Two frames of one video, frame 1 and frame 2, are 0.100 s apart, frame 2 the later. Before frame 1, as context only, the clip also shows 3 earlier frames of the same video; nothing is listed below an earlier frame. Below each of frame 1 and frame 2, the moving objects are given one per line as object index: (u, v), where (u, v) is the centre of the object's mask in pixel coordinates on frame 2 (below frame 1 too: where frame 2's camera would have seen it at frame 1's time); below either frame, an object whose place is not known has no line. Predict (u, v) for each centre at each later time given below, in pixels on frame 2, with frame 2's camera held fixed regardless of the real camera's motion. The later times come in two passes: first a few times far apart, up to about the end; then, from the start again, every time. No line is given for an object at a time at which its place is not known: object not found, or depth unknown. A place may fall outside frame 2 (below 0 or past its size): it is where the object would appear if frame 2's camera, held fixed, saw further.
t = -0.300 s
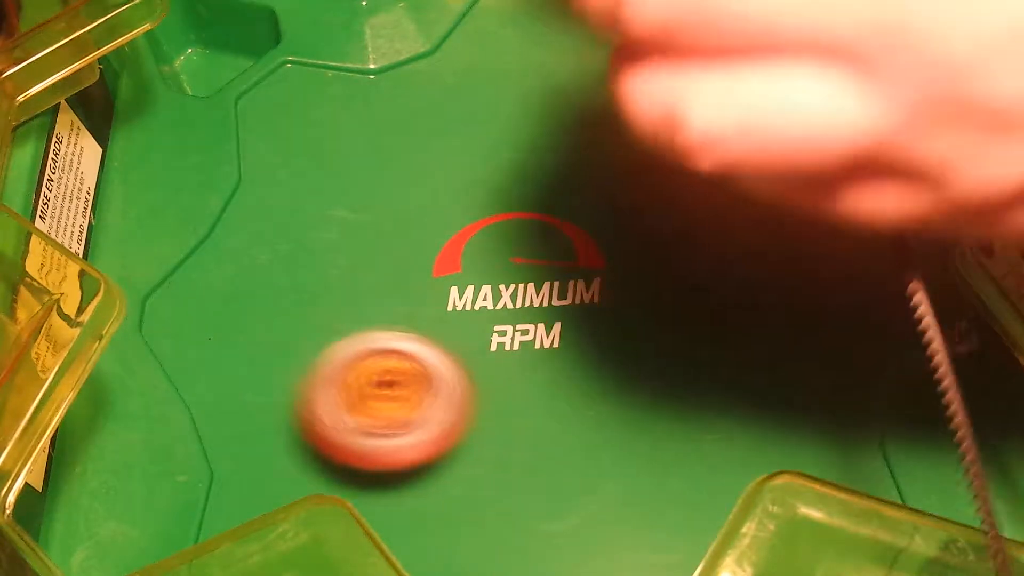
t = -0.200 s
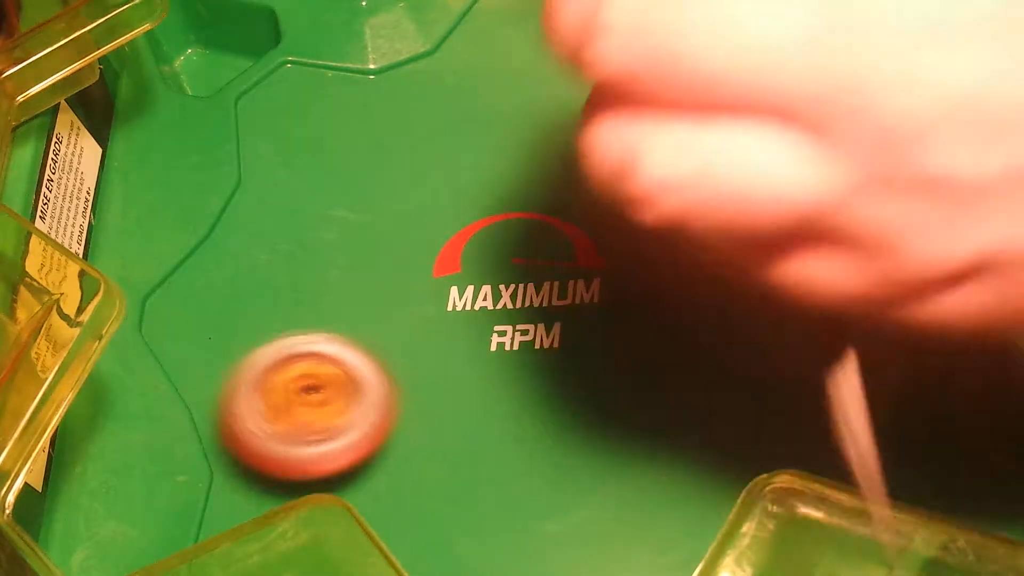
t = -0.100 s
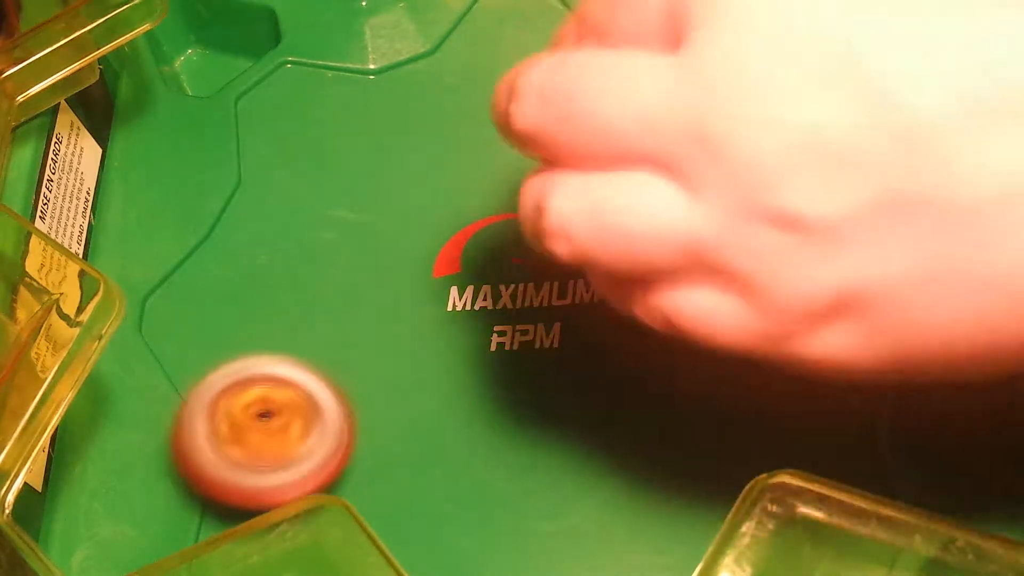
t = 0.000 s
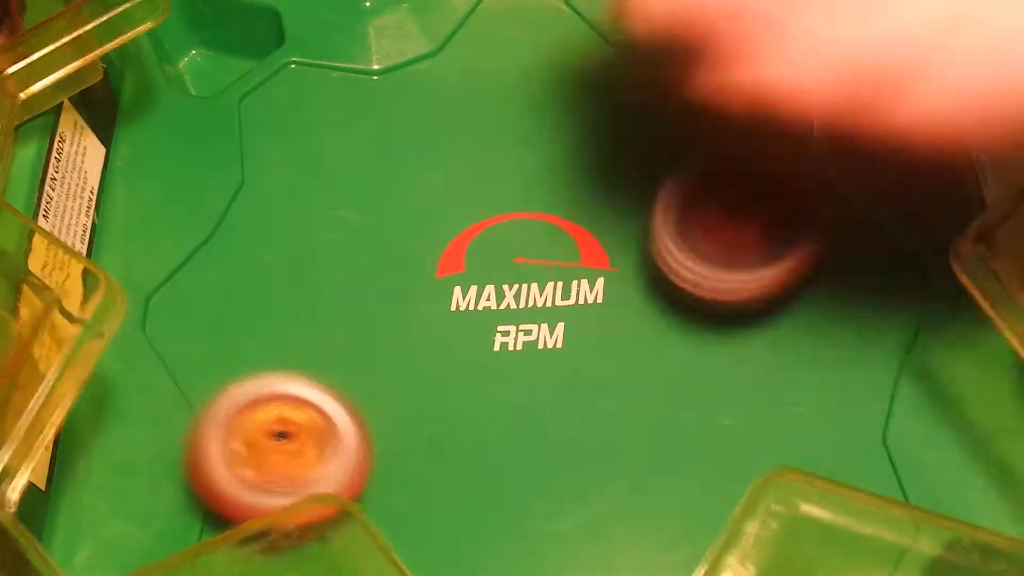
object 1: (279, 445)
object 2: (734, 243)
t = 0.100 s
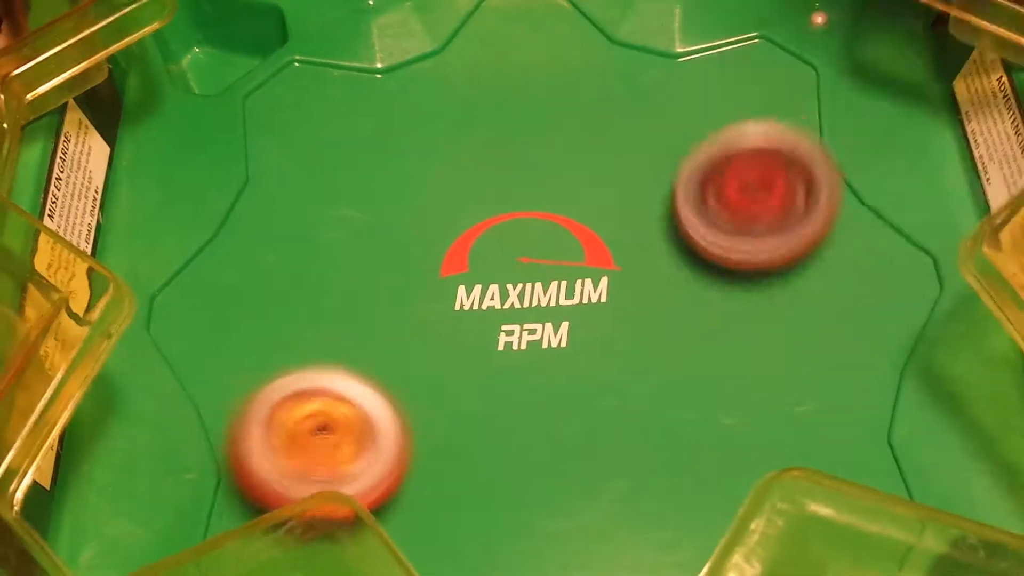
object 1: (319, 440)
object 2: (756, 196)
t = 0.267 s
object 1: (398, 375)
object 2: (683, 173)
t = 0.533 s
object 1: (353, 224)
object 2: (649, 208)
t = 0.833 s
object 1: (295, 253)
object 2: (577, 226)
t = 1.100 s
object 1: (273, 324)
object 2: (705, 128)
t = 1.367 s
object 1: (438, 354)
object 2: (728, 354)
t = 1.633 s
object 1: (507, 216)
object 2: (504, 523)
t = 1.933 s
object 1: (558, 143)
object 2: (398, 286)
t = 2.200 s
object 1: (768, 178)
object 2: (279, 310)
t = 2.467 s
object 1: (646, 498)
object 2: (456, 256)
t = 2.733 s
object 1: (493, 494)
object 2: (619, 374)
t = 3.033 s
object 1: (444, 418)
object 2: (593, 321)
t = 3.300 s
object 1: (296, 533)
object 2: (678, 89)
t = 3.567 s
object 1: (425, 347)
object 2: (624, 206)
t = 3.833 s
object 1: (263, 262)
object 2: (710, 287)
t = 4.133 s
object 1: (251, 299)
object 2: (565, 259)
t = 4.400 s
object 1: (416, 317)
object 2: (553, 156)
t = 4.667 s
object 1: (449, 333)
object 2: (685, 49)
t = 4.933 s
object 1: (511, 495)
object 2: (754, 223)
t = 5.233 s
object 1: (693, 488)
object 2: (478, 388)
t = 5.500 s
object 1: (724, 372)
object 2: (373, 265)
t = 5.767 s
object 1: (659, 249)
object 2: (445, 170)
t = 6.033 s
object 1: (719, 269)
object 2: (452, 187)
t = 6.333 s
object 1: (713, 305)
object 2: (423, 303)
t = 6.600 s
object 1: (624, 326)
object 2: (437, 332)
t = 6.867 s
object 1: (702, 325)
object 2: (358, 255)
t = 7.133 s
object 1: (682, 306)
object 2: (454, 292)
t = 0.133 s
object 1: (336, 434)
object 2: (753, 179)
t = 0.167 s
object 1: (353, 424)
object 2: (740, 167)
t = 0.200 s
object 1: (370, 411)
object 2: (721, 167)
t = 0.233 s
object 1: (385, 394)
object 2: (703, 168)
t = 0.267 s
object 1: (398, 375)
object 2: (683, 173)
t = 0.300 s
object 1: (408, 354)
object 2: (663, 184)
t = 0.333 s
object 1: (418, 335)
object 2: (644, 195)
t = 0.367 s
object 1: (425, 313)
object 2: (626, 204)
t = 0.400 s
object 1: (431, 290)
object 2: (608, 213)
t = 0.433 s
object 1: (432, 268)
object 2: (594, 219)
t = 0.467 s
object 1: (400, 251)
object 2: (608, 213)
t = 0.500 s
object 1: (374, 236)
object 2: (628, 208)
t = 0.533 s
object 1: (353, 224)
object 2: (649, 208)
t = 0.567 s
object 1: (332, 214)
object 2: (668, 206)
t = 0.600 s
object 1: (315, 209)
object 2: (679, 207)
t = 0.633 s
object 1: (302, 208)
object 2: (683, 211)
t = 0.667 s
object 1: (290, 209)
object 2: (677, 215)
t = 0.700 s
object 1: (283, 213)
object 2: (663, 220)
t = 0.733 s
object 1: (282, 220)
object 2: (646, 223)
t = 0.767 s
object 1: (284, 230)
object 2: (625, 224)
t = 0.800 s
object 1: (288, 242)
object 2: (601, 225)
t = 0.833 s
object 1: (295, 253)
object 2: (577, 226)
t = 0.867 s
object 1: (307, 263)
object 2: (550, 221)
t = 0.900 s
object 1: (322, 270)
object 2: (525, 217)
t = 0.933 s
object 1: (338, 274)
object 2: (503, 214)
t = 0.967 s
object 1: (318, 282)
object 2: (520, 199)
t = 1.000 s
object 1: (284, 294)
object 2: (570, 176)
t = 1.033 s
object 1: (267, 305)
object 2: (619, 154)
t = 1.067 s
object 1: (265, 314)
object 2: (664, 139)
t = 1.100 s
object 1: (273, 324)
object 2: (705, 128)
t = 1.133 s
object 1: (285, 333)
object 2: (741, 126)
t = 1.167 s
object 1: (301, 341)
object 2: (772, 134)
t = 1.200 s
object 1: (320, 349)
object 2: (795, 154)
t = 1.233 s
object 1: (341, 354)
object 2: (809, 182)
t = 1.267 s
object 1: (364, 358)
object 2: (809, 225)
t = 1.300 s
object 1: (389, 359)
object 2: (794, 269)
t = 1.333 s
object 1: (414, 358)
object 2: (766, 312)
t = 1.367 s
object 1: (438, 354)
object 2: (728, 354)
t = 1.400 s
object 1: (462, 348)
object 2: (683, 388)
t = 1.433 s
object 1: (483, 339)
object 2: (641, 419)
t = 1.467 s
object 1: (481, 313)
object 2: (625, 465)
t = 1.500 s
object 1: (481, 287)
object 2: (609, 498)
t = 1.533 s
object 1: (485, 263)
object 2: (588, 511)
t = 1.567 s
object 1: (492, 243)
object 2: (558, 523)
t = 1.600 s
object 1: (500, 227)
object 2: (530, 520)
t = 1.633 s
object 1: (507, 216)
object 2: (504, 523)
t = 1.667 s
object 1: (511, 207)
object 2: (476, 519)
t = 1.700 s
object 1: (515, 198)
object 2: (452, 506)
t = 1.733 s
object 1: (519, 190)
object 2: (423, 478)
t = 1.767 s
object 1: (522, 186)
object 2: (398, 449)
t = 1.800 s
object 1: (522, 182)
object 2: (388, 412)
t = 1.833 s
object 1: (524, 178)
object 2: (386, 378)
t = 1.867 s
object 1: (528, 175)
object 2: (394, 331)
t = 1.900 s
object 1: (530, 172)
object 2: (413, 289)
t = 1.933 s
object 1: (558, 143)
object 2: (398, 286)
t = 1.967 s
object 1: (609, 86)
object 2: (358, 307)
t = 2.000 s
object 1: (649, 47)
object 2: (318, 321)
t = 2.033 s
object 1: (680, 29)
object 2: (292, 328)
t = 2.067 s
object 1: (712, 25)
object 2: (273, 337)
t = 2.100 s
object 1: (737, 51)
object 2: (261, 338)
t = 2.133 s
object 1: (752, 74)
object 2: (259, 329)
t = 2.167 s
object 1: (764, 124)
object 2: (266, 323)
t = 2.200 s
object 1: (768, 178)
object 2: (279, 310)
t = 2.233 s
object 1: (767, 228)
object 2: (295, 296)
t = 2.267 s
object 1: (759, 281)
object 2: (314, 281)
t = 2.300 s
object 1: (747, 329)
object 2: (331, 267)
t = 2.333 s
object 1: (731, 376)
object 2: (352, 258)
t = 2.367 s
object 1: (712, 416)
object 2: (377, 252)
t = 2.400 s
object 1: (690, 448)
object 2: (405, 251)
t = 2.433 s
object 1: (667, 481)
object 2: (431, 251)
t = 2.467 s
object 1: (646, 498)
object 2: (456, 256)
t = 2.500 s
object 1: (624, 508)
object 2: (483, 264)
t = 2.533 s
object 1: (603, 514)
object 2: (509, 276)
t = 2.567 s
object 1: (581, 517)
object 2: (540, 294)
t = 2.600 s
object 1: (560, 517)
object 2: (565, 308)
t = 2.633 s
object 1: (543, 514)
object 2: (585, 326)
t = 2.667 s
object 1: (527, 509)
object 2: (602, 347)
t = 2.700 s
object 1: (514, 501)
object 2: (608, 365)
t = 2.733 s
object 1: (493, 494)
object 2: (619, 374)
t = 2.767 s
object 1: (470, 495)
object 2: (637, 367)
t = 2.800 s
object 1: (453, 489)
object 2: (648, 363)
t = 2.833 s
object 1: (441, 481)
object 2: (654, 354)
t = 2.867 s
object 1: (431, 471)
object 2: (653, 350)
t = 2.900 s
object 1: (427, 461)
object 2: (648, 347)
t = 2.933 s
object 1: (425, 452)
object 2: (640, 345)
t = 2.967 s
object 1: (428, 443)
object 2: (625, 336)
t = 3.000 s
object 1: (434, 431)
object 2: (610, 328)
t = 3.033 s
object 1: (444, 418)
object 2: (593, 321)
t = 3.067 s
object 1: (436, 422)
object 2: (586, 307)
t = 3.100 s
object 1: (405, 447)
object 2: (608, 257)
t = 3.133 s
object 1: (378, 465)
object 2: (627, 213)
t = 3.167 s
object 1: (353, 479)
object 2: (643, 187)
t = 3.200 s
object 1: (318, 526)
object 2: (657, 151)
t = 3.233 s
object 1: (305, 534)
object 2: (670, 124)
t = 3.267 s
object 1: (297, 535)
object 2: (676, 114)
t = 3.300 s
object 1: (296, 533)
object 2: (678, 89)
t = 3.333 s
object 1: (300, 523)
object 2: (677, 85)
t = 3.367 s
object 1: (307, 479)
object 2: (672, 98)
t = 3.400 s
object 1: (323, 465)
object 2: (665, 103)
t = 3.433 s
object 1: (342, 449)
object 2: (656, 114)
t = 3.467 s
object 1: (361, 428)
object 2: (647, 129)
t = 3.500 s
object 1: (383, 402)
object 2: (639, 147)
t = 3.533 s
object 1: (406, 373)
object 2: (633, 169)
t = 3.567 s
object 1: (425, 347)
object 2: (624, 206)
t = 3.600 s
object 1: (447, 317)
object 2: (614, 233)
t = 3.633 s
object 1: (434, 302)
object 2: (630, 258)
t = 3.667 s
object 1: (405, 290)
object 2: (659, 265)
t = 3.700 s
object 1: (376, 280)
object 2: (682, 273)
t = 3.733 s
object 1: (348, 272)
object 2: (698, 278)
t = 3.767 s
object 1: (319, 266)
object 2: (710, 283)
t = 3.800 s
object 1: (291, 262)
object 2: (713, 288)
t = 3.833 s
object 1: (263, 262)
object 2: (710, 287)
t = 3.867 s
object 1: (239, 264)
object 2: (706, 285)
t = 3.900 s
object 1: (216, 269)
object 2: (698, 284)
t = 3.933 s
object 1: (199, 274)
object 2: (685, 281)
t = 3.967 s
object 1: (187, 279)
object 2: (670, 279)
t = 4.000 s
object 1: (182, 286)
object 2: (654, 277)
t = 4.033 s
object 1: (189, 292)
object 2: (637, 275)
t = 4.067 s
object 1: (203, 296)
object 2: (618, 272)
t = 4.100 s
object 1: (223, 298)
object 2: (593, 265)
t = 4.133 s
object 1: (251, 299)
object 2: (565, 259)
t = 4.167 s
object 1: (280, 299)
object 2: (535, 253)
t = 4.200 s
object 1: (312, 298)
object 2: (510, 247)
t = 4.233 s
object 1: (344, 298)
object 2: (492, 241)
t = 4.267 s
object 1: (355, 308)
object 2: (494, 217)
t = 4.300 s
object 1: (367, 318)
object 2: (506, 200)
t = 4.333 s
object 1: (381, 323)
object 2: (518, 180)
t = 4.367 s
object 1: (397, 323)
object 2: (535, 166)
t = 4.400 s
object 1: (416, 317)
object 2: (553, 156)
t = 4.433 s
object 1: (435, 307)
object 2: (569, 145)
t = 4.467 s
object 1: (456, 294)
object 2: (584, 138)
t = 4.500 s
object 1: (474, 280)
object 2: (599, 134)
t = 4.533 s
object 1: (489, 267)
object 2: (610, 132)
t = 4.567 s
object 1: (509, 251)
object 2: (615, 133)
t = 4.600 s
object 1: (503, 259)
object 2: (624, 117)
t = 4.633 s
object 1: (477, 297)
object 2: (657, 72)
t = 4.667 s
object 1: (449, 333)
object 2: (685, 49)
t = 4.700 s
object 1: (427, 364)
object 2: (705, 39)
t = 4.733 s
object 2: (723, 41)
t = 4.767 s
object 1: (413, 407)
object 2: (741, 55)
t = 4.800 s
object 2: (757, 78)
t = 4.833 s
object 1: (438, 441)
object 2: (766, 110)
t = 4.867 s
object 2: (773, 144)
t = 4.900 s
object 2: (770, 183)
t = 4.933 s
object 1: (511, 495)
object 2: (754, 223)
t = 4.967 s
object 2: (734, 263)
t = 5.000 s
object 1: (565, 510)
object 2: (712, 297)
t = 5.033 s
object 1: (593, 514)
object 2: (687, 325)
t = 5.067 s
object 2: (659, 349)
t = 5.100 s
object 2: (627, 366)
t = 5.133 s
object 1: (660, 510)
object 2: (587, 383)
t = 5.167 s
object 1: (672, 504)
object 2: (545, 389)
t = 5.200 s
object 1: (683, 497)
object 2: (509, 389)
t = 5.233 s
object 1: (693, 488)
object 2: (478, 388)
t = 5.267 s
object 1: (703, 478)
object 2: (452, 382)
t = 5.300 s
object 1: (712, 465)
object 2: (429, 368)
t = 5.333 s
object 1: (720, 452)
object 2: (412, 356)
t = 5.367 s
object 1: (727, 440)
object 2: (398, 342)
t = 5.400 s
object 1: (732, 426)
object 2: (384, 323)
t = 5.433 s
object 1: (733, 410)
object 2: (373, 304)
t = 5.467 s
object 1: (729, 392)
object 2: (370, 285)
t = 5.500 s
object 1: (724, 372)
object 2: (373, 265)
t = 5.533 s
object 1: (715, 351)
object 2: (383, 248)
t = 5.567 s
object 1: (704, 329)
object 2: (401, 233)
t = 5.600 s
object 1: (691, 308)
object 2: (421, 222)
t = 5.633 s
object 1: (677, 288)
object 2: (441, 210)
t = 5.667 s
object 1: (661, 268)
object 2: (458, 202)
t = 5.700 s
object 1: (643, 251)
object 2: (473, 195)
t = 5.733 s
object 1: (632, 241)
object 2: (477, 190)
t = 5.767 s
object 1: (659, 249)
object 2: (445, 170)
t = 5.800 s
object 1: (681, 258)
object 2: (417, 159)
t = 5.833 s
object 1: (697, 264)
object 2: (396, 152)
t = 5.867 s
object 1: (706, 265)
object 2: (382, 149)
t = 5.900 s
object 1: (712, 265)
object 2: (379, 152)
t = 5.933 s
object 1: (715, 264)
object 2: (386, 161)
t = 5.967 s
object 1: (719, 265)
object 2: (403, 169)
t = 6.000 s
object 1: (720, 266)
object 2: (425, 177)
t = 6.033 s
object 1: (719, 269)
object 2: (452, 187)
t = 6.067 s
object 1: (717, 271)
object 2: (479, 196)
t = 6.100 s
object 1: (712, 274)
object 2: (503, 204)
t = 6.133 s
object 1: (707, 277)
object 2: (524, 211)
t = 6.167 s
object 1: (701, 281)
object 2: (540, 220)
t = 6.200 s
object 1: (714, 289)
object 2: (527, 229)
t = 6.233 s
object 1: (723, 296)
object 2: (497, 244)
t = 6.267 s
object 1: (721, 300)
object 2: (472, 263)
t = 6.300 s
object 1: (717, 303)
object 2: (445, 284)
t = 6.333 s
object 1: (713, 305)
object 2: (423, 303)
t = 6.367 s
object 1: (707, 309)
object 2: (407, 320)
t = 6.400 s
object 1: (699, 312)
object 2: (399, 334)
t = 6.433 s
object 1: (689, 314)
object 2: (398, 346)
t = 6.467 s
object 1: (678, 316)
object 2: (405, 353)
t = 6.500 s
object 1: (665, 318)
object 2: (416, 354)
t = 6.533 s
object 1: (647, 320)
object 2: (428, 352)
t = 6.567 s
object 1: (626, 321)
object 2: (440, 344)
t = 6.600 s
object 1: (624, 326)
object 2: (437, 332)
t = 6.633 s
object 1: (658, 329)
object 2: (397, 317)
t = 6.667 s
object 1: (681, 332)
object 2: (369, 301)
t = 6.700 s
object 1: (692, 335)
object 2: (350, 288)
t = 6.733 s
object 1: (695, 333)
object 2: (340, 276)
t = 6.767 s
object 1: (698, 331)
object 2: (337, 267)
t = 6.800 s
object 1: (700, 329)
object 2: (339, 260)
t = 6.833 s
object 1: (702, 327)
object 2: (346, 256)
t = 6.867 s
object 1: (702, 325)
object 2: (358, 255)
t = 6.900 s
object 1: (699, 323)
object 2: (372, 256)
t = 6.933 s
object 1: (695, 321)
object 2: (389, 258)
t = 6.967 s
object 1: (691, 319)
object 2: (407, 262)
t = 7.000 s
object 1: (686, 316)
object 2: (426, 267)
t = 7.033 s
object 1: (678, 314)
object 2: (445, 273)
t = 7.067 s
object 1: (670, 310)
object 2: (463, 279)
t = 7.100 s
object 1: (660, 307)
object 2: (481, 286)
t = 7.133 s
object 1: (682, 306)
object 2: (454, 292)
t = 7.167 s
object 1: (712, 303)
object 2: (421, 296)
